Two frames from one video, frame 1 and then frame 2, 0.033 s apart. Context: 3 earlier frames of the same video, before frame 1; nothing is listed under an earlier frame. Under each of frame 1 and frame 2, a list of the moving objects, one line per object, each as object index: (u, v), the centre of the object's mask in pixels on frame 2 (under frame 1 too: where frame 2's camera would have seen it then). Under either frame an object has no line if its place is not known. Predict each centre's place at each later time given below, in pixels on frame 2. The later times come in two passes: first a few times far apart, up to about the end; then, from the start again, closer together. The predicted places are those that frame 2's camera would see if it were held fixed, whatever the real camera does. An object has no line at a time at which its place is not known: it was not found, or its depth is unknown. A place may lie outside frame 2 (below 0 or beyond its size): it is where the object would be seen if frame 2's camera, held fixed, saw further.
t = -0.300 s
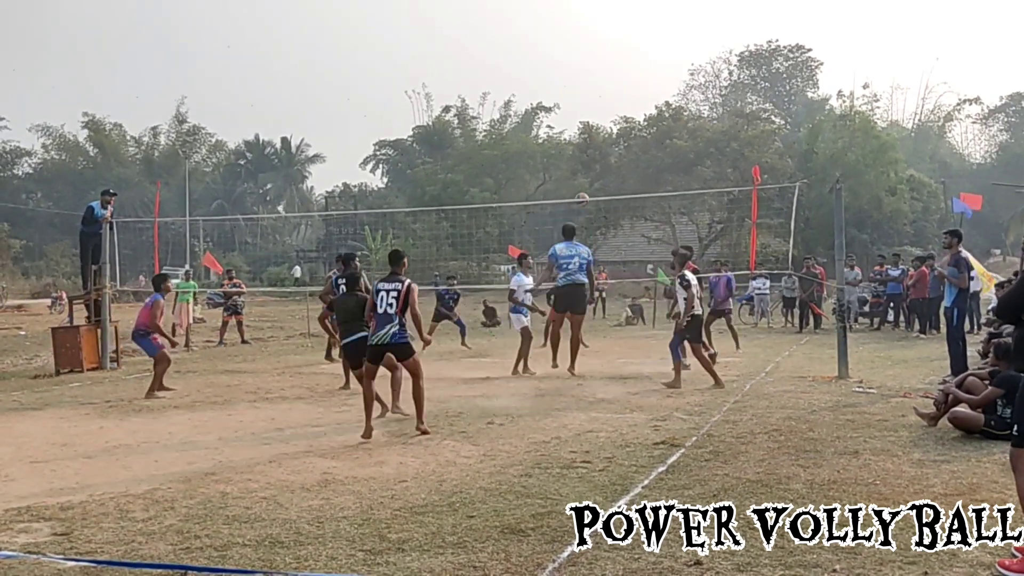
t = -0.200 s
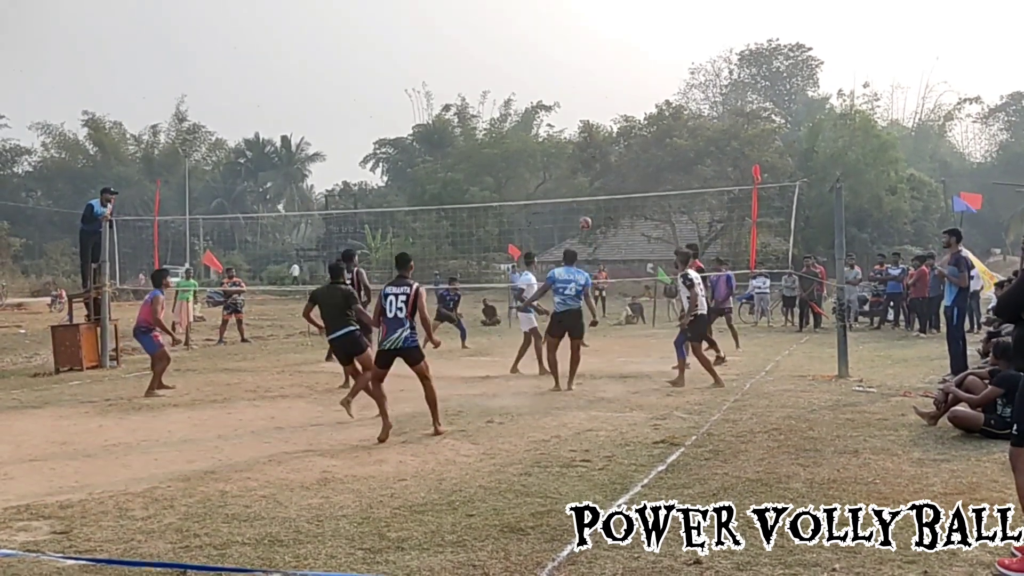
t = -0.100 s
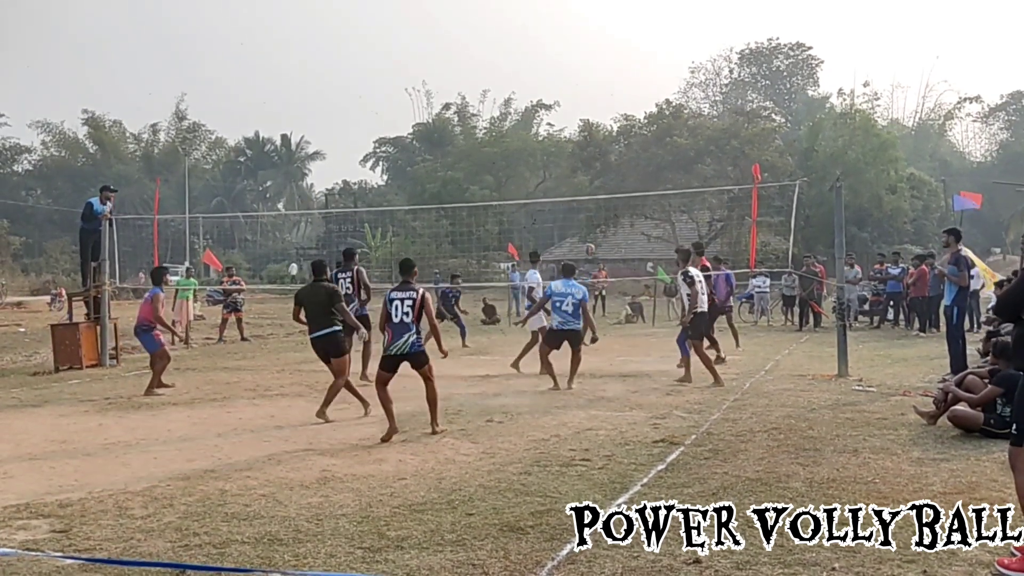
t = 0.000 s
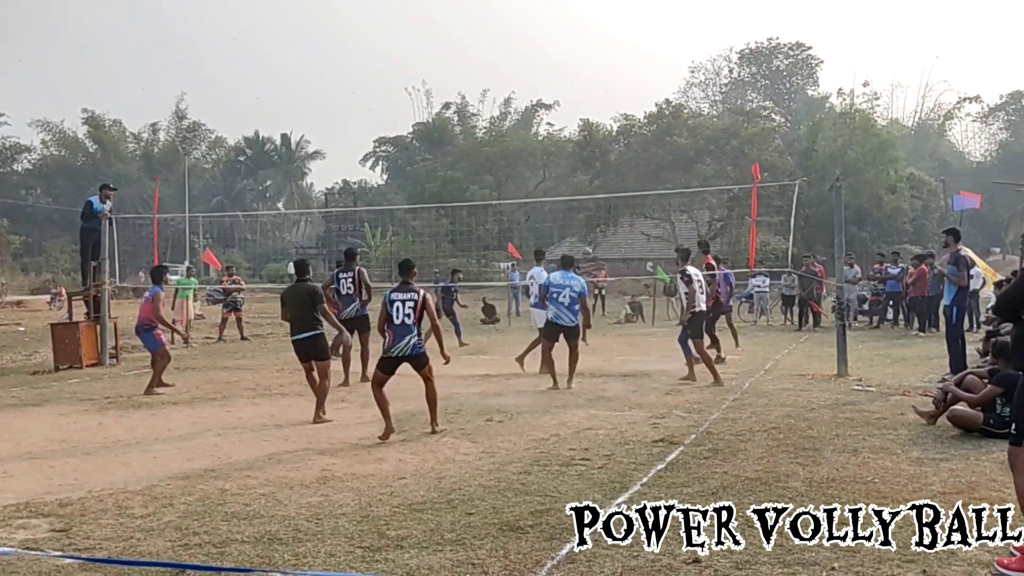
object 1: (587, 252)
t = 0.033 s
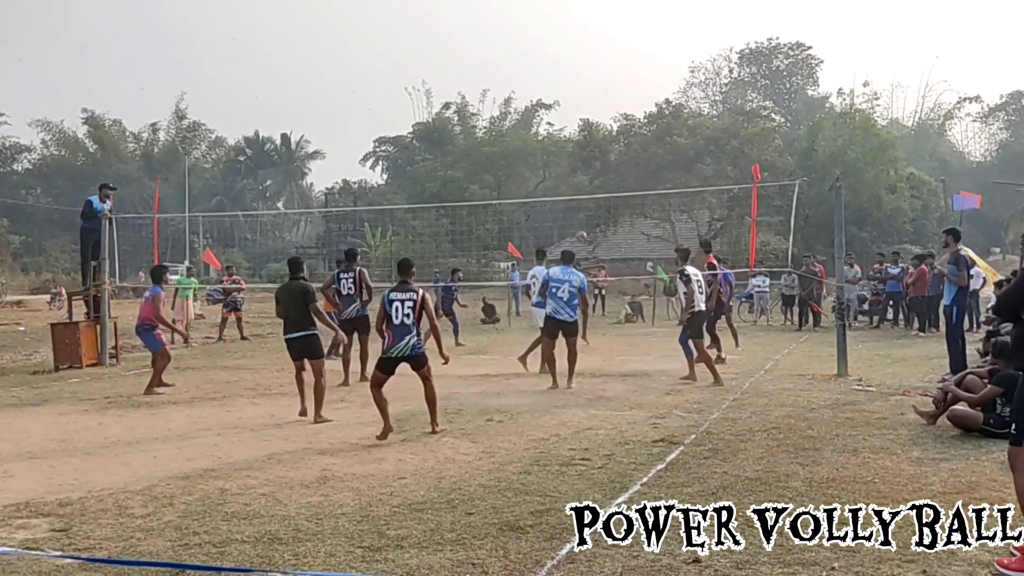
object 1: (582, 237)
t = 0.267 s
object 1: (542, 135)
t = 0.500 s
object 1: (505, 61)
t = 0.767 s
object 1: (462, 12)
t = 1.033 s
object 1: (422, 5)
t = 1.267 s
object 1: (390, 29)
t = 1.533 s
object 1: (357, 93)
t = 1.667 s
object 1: (342, 138)
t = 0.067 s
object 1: (576, 220)
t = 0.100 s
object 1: (570, 204)
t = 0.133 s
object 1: (565, 189)
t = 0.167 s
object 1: (560, 174)
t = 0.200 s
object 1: (554, 160)
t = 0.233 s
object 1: (549, 147)
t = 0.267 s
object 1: (542, 135)
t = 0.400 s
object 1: (521, 89)
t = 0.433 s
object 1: (515, 79)
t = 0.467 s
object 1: (510, 69)
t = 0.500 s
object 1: (505, 61)
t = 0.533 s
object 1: (499, 53)
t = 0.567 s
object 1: (494, 45)
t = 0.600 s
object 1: (488, 38)
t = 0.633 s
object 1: (483, 32)
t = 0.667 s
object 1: (478, 26)
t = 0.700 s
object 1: (473, 21)
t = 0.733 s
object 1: (467, 16)
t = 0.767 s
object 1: (462, 12)
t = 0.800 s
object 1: (457, 9)
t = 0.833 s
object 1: (452, 7)
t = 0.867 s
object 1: (447, 5)
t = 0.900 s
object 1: (441, 4)
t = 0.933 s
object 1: (437, 4)
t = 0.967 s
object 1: (432, 4)
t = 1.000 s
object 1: (427, 4)
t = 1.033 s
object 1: (422, 5)
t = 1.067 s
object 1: (417, 6)
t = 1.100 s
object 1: (413, 8)
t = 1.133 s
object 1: (408, 11)
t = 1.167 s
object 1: (404, 15)
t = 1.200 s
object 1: (399, 18)
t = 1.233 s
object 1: (395, 23)
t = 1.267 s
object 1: (390, 29)
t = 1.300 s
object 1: (386, 35)
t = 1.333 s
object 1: (382, 41)
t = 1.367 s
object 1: (378, 48)
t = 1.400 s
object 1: (373, 56)
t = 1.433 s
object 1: (369, 64)
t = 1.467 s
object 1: (365, 73)
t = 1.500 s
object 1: (361, 82)
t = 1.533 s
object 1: (357, 93)
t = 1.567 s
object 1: (353, 103)
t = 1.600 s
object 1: (349, 114)
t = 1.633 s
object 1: (346, 126)
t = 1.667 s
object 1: (342, 138)
